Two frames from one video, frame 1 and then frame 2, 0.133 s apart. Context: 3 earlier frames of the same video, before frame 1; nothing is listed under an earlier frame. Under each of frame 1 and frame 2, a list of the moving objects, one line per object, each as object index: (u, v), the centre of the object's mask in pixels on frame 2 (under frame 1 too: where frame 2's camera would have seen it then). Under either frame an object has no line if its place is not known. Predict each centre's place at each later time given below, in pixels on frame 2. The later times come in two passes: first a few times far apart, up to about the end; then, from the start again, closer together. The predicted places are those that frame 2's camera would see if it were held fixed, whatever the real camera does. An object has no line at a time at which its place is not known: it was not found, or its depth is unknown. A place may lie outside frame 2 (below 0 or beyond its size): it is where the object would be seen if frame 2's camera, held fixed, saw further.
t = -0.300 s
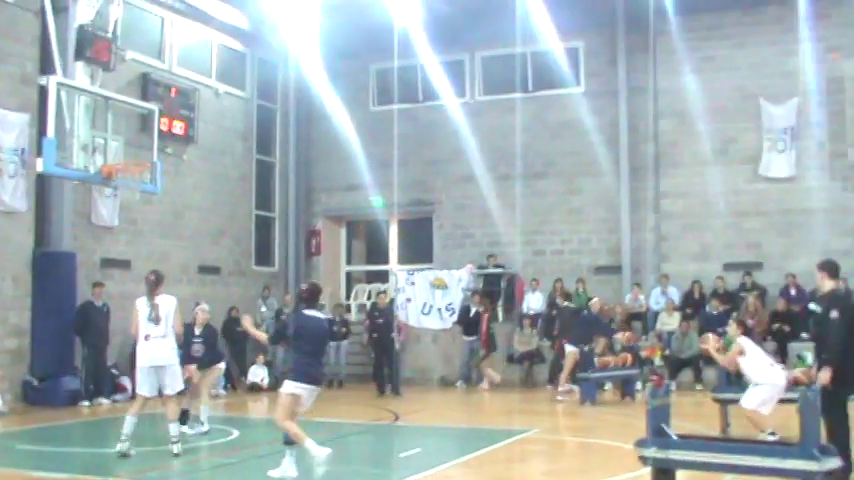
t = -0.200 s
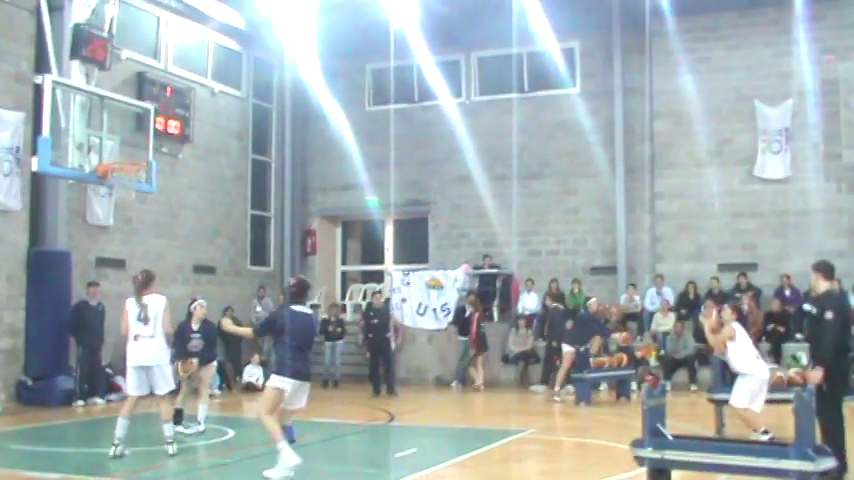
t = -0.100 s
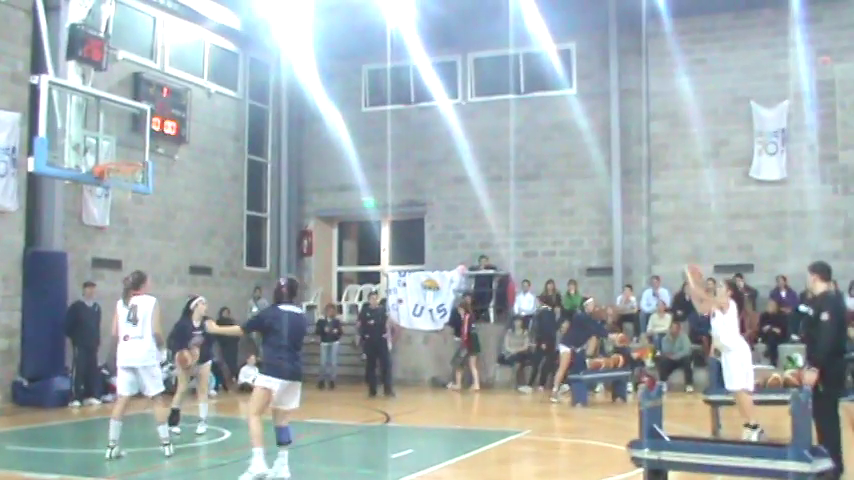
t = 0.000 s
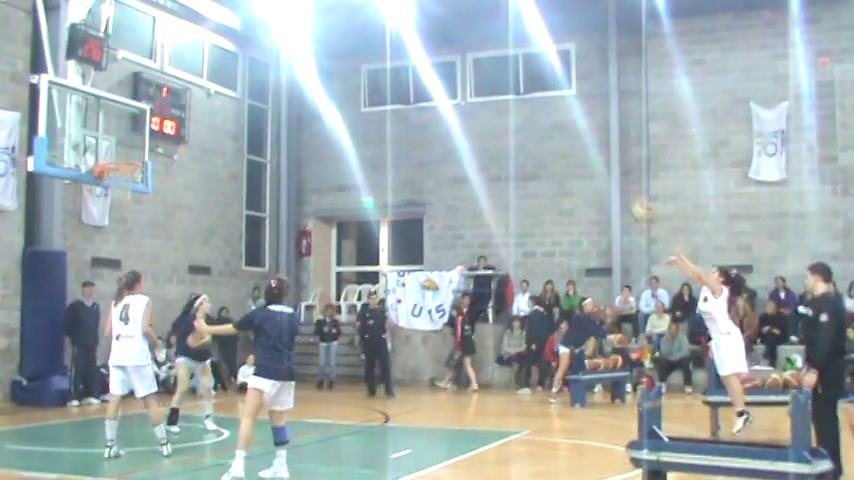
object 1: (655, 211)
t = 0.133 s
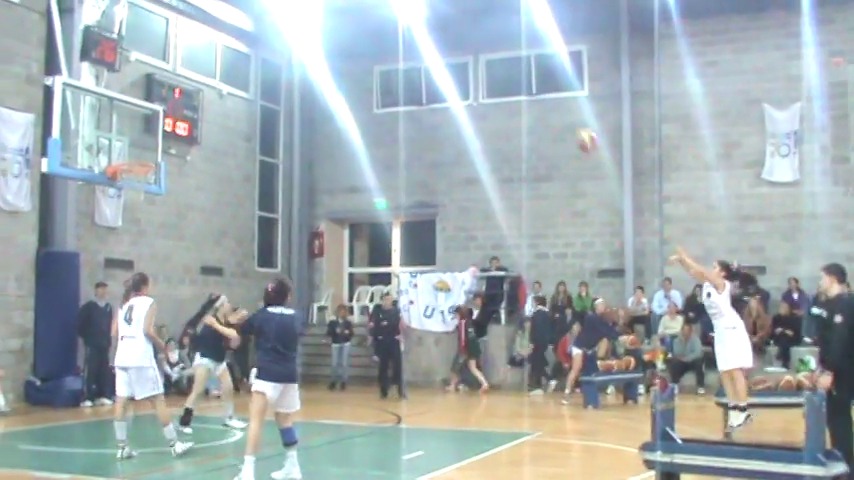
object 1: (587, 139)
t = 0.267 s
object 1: (521, 87)
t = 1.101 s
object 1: (157, 131)
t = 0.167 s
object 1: (570, 125)
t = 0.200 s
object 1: (555, 112)
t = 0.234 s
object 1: (539, 99)
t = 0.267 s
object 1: (521, 87)
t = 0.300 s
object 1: (506, 78)
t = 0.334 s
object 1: (491, 69)
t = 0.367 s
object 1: (474, 62)
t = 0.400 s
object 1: (459, 53)
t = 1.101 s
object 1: (157, 131)
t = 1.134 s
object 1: (143, 145)
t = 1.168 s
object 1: (134, 161)
